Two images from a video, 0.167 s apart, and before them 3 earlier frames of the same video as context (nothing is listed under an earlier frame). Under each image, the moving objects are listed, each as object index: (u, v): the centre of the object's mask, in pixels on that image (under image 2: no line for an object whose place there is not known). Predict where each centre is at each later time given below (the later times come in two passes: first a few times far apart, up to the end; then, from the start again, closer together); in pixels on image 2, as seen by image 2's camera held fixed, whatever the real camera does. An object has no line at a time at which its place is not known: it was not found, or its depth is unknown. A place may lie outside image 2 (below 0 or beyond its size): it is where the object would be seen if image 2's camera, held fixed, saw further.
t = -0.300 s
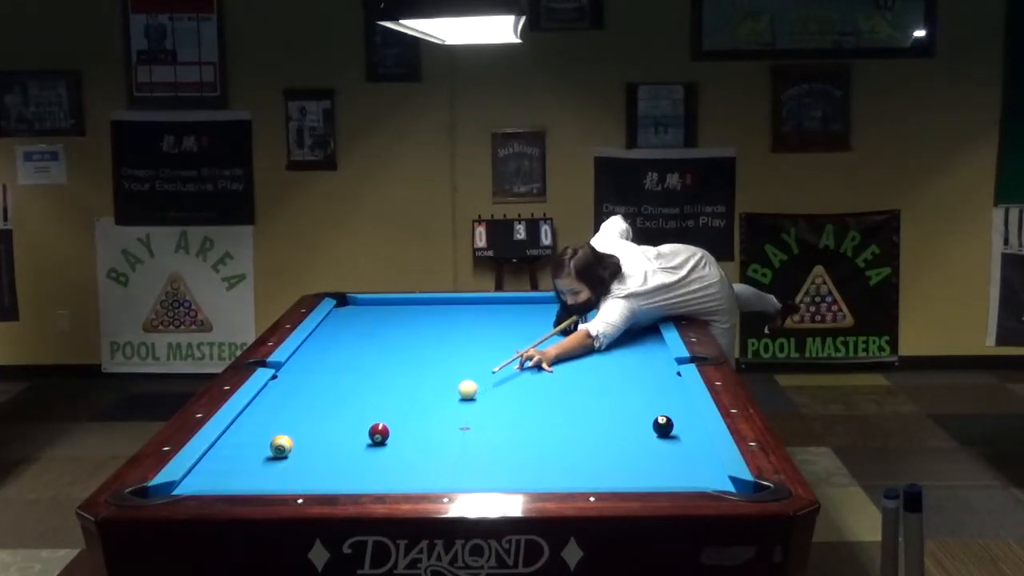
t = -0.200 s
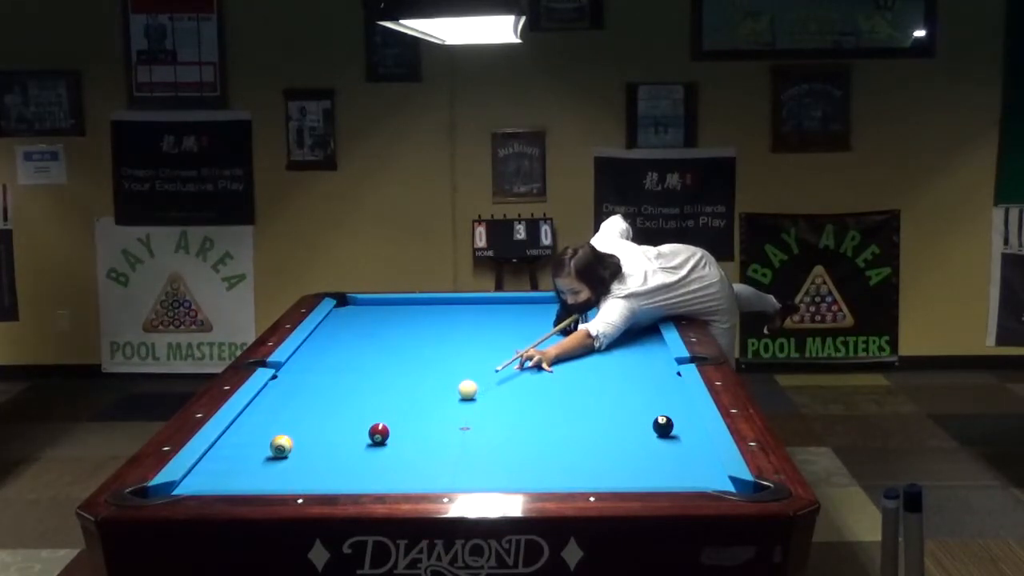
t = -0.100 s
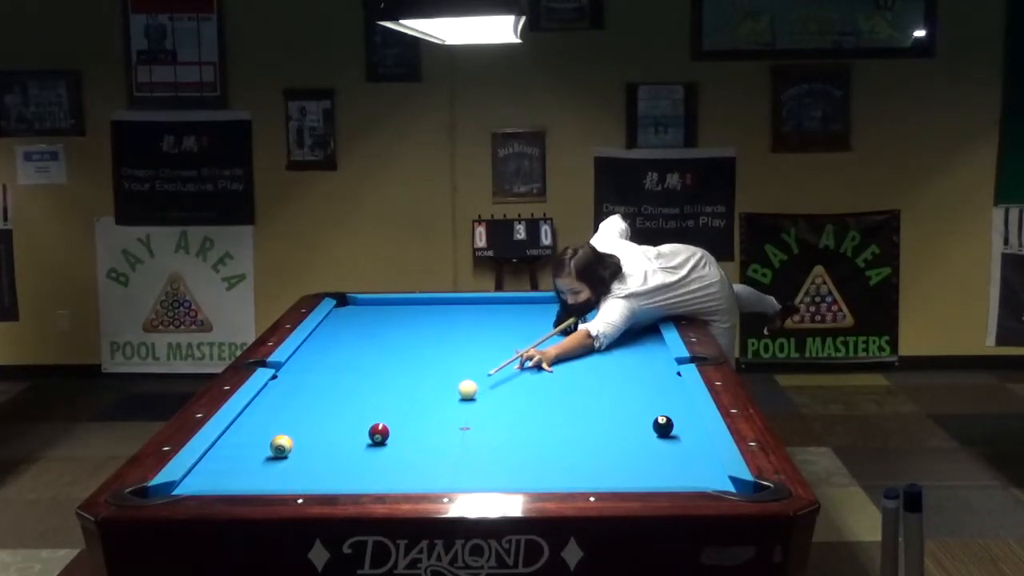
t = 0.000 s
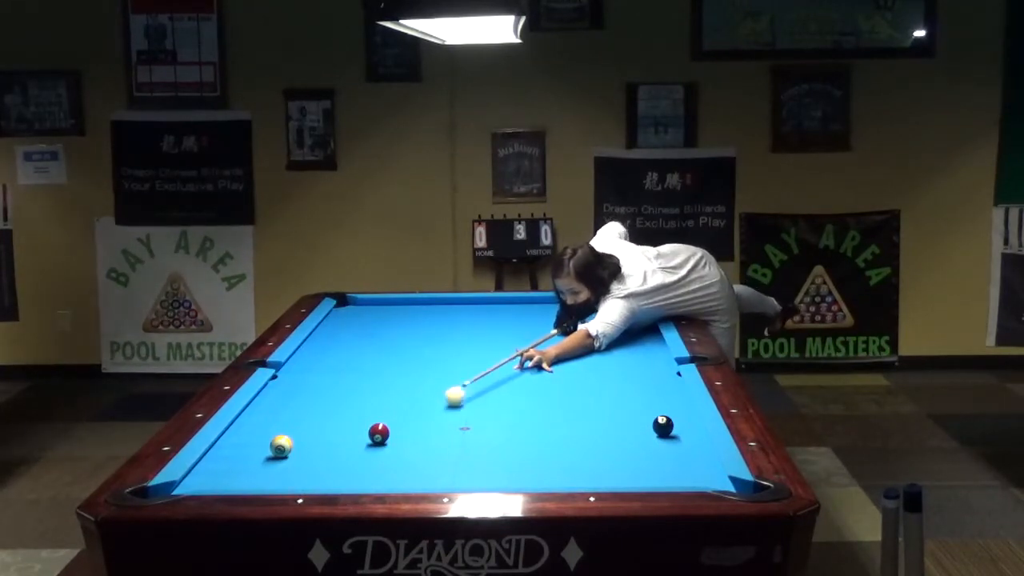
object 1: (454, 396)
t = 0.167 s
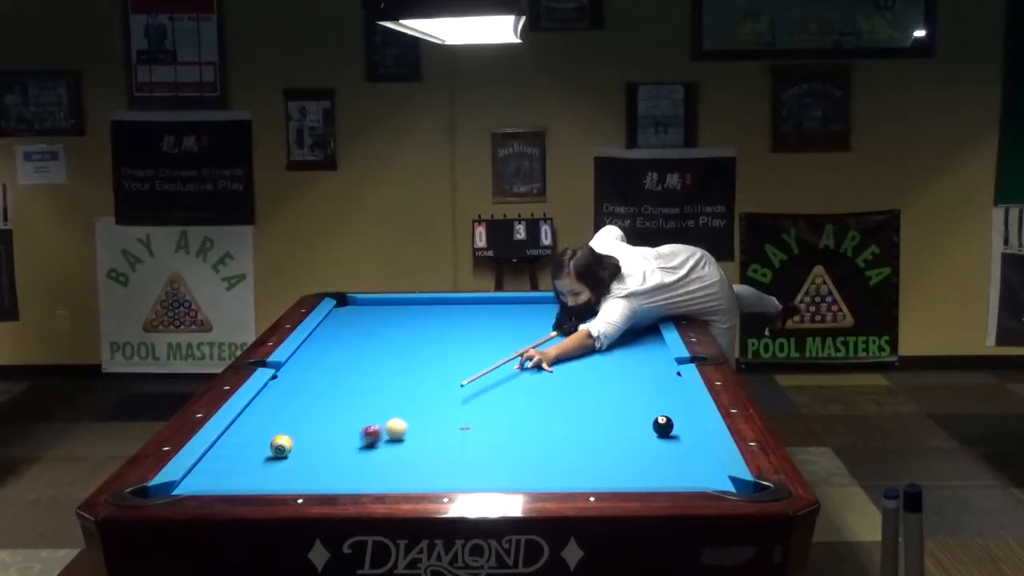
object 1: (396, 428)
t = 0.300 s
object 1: (409, 437)
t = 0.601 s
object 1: (415, 467)
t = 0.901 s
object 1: (424, 479)
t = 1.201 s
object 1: (437, 462)
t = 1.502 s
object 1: (448, 445)
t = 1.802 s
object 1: (457, 431)
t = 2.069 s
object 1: (465, 419)
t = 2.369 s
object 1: (473, 408)
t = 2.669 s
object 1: (480, 398)
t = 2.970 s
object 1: (485, 389)
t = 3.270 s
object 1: (491, 381)
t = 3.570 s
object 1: (496, 374)
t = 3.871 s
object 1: (500, 367)
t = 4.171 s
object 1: (504, 362)
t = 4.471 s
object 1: (507, 357)
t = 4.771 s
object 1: (511, 352)
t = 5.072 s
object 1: (514, 349)
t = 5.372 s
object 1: (516, 345)
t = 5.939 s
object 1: (519, 340)
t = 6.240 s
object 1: (519, 338)
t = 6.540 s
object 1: (519, 337)
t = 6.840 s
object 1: (519, 336)
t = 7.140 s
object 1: (518, 335)
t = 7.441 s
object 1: (518, 334)
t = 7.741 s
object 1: (518, 334)
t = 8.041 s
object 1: (518, 334)
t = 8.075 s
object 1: (518, 334)
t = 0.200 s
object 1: (400, 430)
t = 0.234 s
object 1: (404, 432)
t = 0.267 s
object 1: (407, 434)
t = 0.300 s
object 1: (409, 437)
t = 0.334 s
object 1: (411, 440)
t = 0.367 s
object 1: (411, 443)
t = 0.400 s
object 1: (412, 446)
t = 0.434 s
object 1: (412, 450)
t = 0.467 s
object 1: (413, 453)
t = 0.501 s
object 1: (413, 456)
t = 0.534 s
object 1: (414, 460)
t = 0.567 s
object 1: (415, 463)
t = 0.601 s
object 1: (415, 467)
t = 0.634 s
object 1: (416, 470)
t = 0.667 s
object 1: (416, 473)
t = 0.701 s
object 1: (417, 476)
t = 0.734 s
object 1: (418, 479)
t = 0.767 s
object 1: (418, 481)
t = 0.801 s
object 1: (419, 482)
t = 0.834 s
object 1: (420, 481)
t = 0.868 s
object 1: (422, 480)
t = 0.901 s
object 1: (424, 479)
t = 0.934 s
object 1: (425, 477)
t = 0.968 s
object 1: (427, 476)
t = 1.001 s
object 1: (428, 475)
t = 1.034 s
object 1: (430, 473)
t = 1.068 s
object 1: (431, 470)
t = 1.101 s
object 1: (432, 468)
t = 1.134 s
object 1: (434, 466)
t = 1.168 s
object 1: (435, 464)
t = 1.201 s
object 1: (437, 462)
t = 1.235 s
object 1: (438, 460)
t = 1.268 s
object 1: (439, 458)
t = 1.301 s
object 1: (441, 456)
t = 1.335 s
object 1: (442, 454)
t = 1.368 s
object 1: (443, 452)
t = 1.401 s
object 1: (444, 451)
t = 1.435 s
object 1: (446, 449)
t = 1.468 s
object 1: (447, 447)
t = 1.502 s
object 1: (448, 445)
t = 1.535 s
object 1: (449, 443)
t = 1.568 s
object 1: (450, 442)
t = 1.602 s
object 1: (451, 440)
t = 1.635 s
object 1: (452, 439)
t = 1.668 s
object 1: (453, 437)
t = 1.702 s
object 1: (454, 436)
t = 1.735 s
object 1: (455, 434)
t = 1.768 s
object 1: (456, 432)
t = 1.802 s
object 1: (457, 431)
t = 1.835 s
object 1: (459, 429)
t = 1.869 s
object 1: (460, 428)
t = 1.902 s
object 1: (461, 426)
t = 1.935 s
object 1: (461, 425)
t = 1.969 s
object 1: (462, 424)
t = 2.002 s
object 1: (463, 422)
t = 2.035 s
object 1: (464, 421)
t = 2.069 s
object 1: (465, 419)
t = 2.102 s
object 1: (466, 418)
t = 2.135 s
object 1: (467, 417)
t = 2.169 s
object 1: (468, 416)
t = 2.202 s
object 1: (469, 414)
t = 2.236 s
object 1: (470, 413)
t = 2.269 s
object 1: (470, 412)
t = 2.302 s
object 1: (471, 410)
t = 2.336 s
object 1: (472, 409)
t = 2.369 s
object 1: (473, 408)
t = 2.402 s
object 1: (474, 407)
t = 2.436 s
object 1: (474, 406)
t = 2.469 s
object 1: (475, 405)
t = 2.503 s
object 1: (476, 403)
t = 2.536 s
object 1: (476, 402)
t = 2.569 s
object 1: (477, 401)
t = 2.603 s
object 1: (478, 400)
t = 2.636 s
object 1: (479, 399)
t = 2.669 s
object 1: (480, 398)
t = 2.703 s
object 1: (480, 397)
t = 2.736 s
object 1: (481, 396)
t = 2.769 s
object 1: (482, 395)
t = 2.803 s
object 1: (482, 393)
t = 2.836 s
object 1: (483, 393)
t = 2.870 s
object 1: (483, 392)
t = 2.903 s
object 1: (484, 391)
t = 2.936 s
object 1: (485, 390)
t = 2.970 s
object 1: (485, 389)
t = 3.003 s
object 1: (486, 388)
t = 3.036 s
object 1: (486, 387)
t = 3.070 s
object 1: (487, 386)
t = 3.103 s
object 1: (488, 385)
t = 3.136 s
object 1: (488, 384)
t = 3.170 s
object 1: (489, 384)
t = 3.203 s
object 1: (490, 383)
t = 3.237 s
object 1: (490, 382)
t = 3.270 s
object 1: (491, 381)
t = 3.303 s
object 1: (491, 380)
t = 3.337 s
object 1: (492, 379)
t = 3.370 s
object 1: (493, 379)
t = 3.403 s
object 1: (493, 378)
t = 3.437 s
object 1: (494, 377)
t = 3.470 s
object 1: (494, 376)
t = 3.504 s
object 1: (495, 375)
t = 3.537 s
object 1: (495, 375)
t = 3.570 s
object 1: (496, 374)
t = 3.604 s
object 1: (496, 373)
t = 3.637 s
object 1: (497, 372)
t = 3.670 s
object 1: (497, 372)
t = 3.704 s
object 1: (497, 371)
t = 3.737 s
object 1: (498, 370)
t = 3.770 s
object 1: (498, 369)
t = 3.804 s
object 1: (499, 369)
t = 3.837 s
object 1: (499, 368)
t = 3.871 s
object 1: (500, 367)
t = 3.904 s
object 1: (500, 367)
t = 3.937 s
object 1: (501, 366)
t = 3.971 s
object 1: (501, 366)
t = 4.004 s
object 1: (502, 365)
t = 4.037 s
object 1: (502, 364)
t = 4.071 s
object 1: (503, 364)
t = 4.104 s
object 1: (503, 363)
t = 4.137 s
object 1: (503, 362)
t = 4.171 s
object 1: (504, 362)
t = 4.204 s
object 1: (504, 361)
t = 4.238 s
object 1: (504, 361)
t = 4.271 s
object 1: (505, 360)
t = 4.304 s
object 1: (505, 360)
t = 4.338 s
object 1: (506, 359)
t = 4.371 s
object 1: (506, 359)
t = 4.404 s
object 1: (507, 358)
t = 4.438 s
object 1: (507, 358)
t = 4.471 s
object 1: (507, 357)
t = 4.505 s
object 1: (508, 357)
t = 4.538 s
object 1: (508, 356)
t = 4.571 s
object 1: (509, 356)
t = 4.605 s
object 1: (509, 355)
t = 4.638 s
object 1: (510, 354)
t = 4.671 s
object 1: (510, 354)
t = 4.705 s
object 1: (510, 354)
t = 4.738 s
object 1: (511, 353)
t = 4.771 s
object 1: (511, 352)
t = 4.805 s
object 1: (511, 352)
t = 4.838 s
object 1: (512, 352)
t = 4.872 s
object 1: (512, 351)
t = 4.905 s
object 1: (512, 351)
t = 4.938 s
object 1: (513, 350)
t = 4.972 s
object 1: (513, 350)
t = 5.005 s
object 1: (513, 350)
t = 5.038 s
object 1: (514, 349)
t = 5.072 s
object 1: (514, 349)
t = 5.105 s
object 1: (514, 348)
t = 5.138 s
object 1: (515, 348)
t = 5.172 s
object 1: (515, 347)
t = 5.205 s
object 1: (515, 347)
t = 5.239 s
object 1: (515, 347)
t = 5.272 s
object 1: (516, 346)
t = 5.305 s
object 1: (516, 346)
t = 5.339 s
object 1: (516, 346)
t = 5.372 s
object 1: (516, 345)
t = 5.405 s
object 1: (517, 345)
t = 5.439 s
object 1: (517, 345)
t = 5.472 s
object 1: (517, 344)
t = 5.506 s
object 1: (517, 344)
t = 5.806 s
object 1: (520, 340)
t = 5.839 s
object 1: (519, 340)
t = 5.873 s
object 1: (519, 340)
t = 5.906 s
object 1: (519, 340)
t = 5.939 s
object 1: (519, 340)
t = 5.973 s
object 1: (519, 340)
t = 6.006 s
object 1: (519, 339)
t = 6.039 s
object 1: (520, 339)
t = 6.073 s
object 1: (520, 339)
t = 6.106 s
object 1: (520, 339)
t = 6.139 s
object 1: (520, 339)
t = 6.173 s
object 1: (520, 339)
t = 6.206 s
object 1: (519, 338)
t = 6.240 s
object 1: (519, 338)
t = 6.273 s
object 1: (519, 338)
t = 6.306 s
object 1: (519, 338)
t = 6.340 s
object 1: (519, 338)
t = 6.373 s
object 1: (519, 338)
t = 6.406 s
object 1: (519, 337)
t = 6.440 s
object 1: (519, 337)
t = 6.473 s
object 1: (519, 337)
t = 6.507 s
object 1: (519, 337)
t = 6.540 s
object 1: (519, 337)
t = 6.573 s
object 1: (519, 336)
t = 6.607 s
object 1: (519, 336)
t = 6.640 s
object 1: (519, 336)
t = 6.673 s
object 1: (519, 336)
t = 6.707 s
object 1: (519, 336)
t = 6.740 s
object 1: (519, 336)
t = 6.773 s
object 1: (519, 336)
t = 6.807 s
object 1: (519, 336)
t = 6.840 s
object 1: (519, 336)
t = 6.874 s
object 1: (519, 335)
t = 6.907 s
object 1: (519, 335)
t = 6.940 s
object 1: (518, 335)
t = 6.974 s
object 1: (519, 335)
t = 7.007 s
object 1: (518, 335)
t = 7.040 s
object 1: (518, 335)
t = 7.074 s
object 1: (518, 335)
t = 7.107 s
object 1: (518, 335)
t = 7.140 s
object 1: (518, 335)
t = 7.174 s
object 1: (518, 335)
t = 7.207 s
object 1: (518, 335)
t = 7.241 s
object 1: (518, 335)
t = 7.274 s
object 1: (518, 334)
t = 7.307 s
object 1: (518, 334)
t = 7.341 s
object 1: (518, 334)
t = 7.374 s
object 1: (518, 334)
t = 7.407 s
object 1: (518, 334)
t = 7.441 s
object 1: (518, 334)
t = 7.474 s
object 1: (518, 334)
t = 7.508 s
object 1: (518, 334)
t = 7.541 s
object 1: (518, 334)
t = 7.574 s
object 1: (518, 334)
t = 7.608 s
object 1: (518, 334)
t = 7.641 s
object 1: (518, 334)
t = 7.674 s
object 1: (518, 334)
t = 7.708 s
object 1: (518, 334)
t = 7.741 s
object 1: (518, 334)
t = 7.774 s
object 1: (518, 334)
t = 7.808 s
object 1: (518, 334)
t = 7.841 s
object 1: (518, 334)
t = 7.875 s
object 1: (518, 334)
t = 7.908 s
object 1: (518, 334)
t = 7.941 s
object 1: (518, 334)
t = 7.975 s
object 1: (518, 334)
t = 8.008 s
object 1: (518, 334)
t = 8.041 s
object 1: (518, 334)
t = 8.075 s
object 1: (518, 334)
